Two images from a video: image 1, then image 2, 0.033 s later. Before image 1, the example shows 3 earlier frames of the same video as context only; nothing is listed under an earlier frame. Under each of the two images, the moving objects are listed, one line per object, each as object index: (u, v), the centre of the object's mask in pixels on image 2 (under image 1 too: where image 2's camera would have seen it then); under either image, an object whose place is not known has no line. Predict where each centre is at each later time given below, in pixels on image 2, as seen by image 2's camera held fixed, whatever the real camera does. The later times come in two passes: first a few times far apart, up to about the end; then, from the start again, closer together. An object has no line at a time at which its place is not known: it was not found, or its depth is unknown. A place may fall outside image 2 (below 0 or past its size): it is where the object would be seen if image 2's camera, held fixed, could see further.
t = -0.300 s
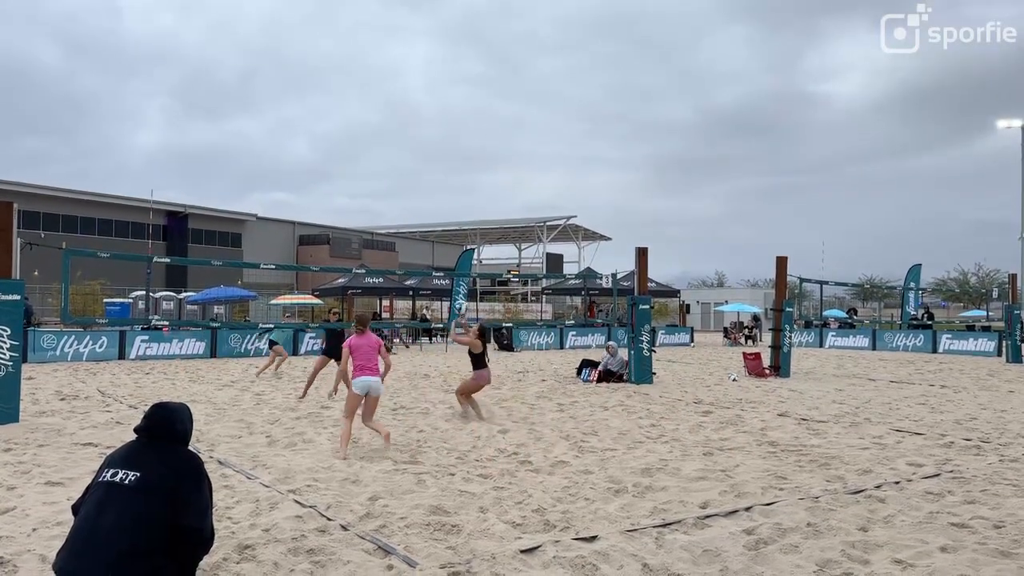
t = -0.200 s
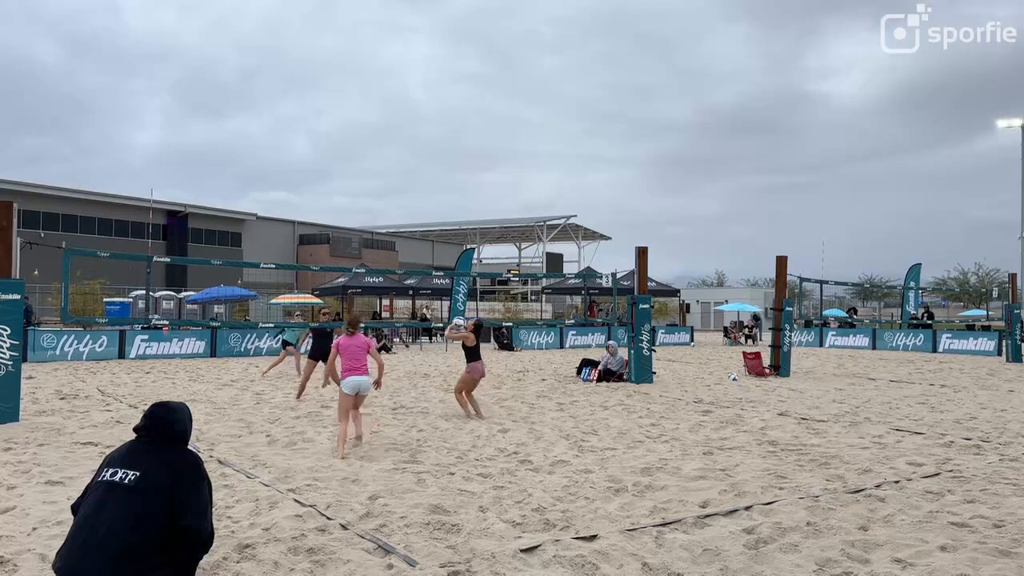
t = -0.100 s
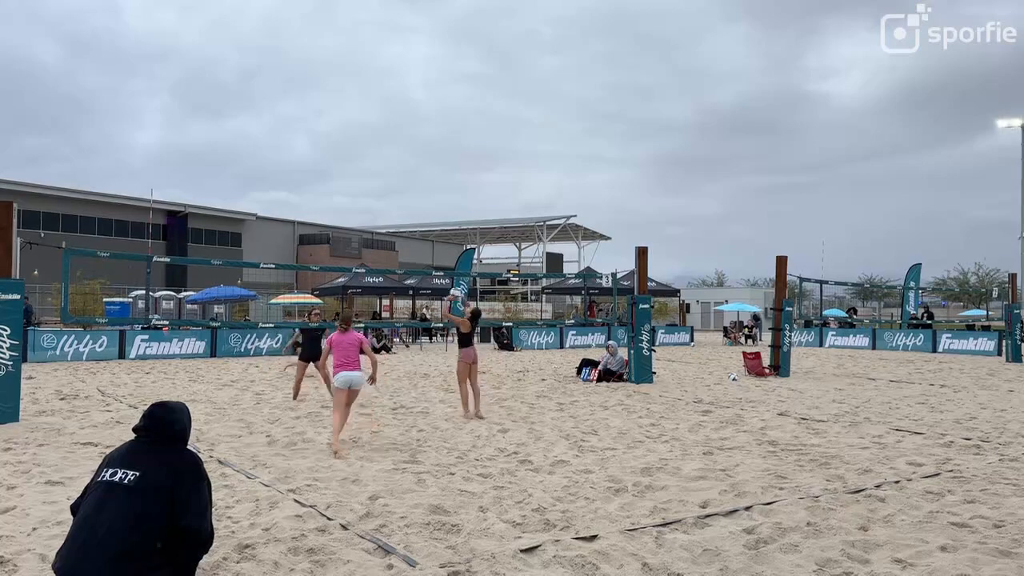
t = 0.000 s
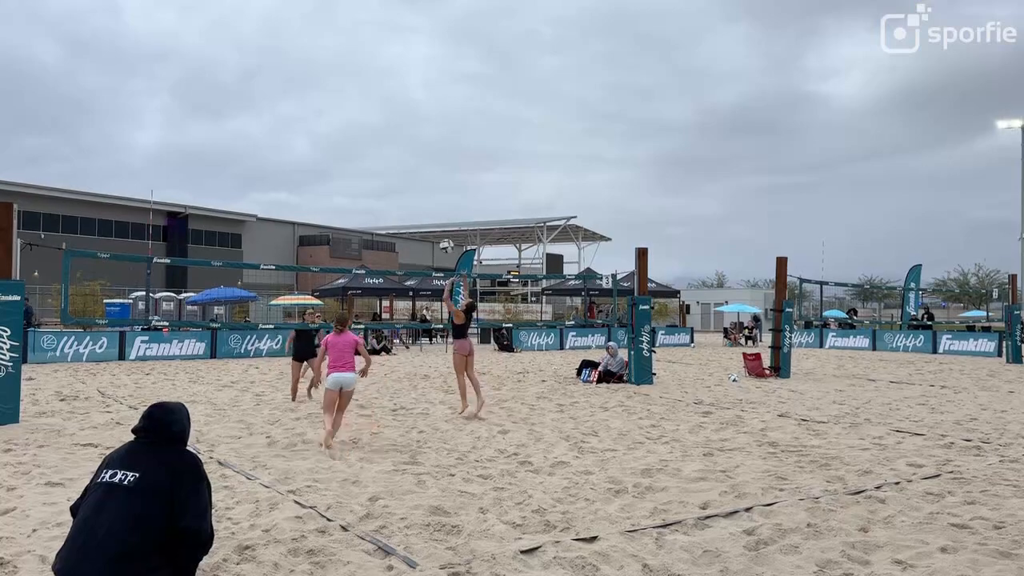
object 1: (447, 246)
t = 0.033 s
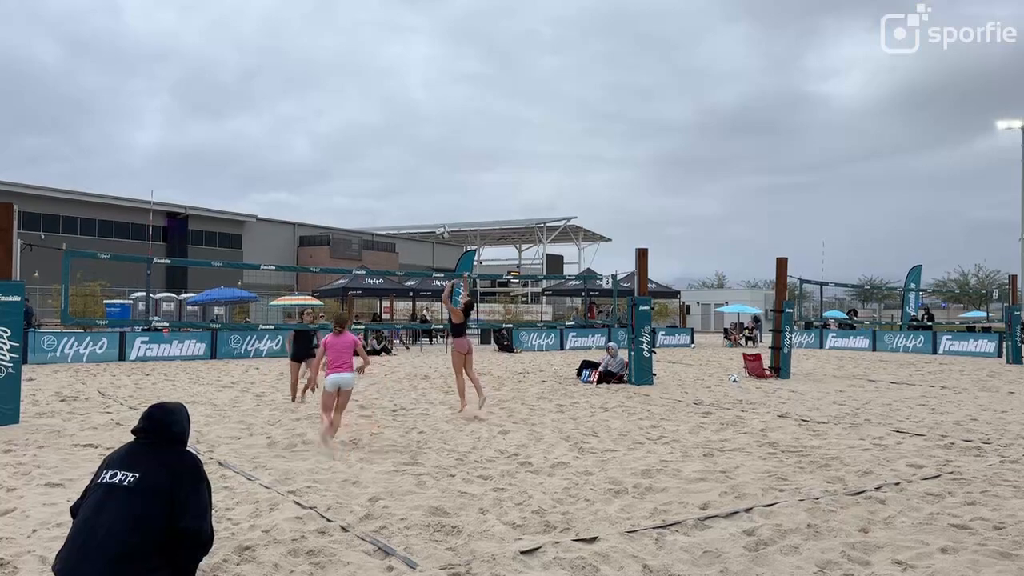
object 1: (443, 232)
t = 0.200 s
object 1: (426, 170)
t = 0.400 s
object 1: (406, 122)
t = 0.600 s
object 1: (388, 100)
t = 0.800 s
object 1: (370, 106)
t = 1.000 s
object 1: (354, 138)
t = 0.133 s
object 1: (432, 192)
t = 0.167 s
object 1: (429, 180)
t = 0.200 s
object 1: (426, 170)
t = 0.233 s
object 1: (422, 160)
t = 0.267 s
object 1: (419, 151)
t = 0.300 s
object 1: (416, 142)
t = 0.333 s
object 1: (413, 135)
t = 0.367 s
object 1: (409, 128)
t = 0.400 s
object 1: (406, 122)
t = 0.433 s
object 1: (403, 116)
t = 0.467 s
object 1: (400, 111)
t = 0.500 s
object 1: (397, 108)
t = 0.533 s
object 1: (394, 104)
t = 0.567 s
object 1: (391, 102)
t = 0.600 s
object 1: (388, 100)
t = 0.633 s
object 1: (385, 99)
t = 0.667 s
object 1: (382, 99)
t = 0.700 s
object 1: (379, 100)
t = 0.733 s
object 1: (376, 101)
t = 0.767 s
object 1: (373, 103)
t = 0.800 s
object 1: (370, 106)
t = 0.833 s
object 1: (367, 110)
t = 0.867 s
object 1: (364, 114)
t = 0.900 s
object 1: (362, 119)
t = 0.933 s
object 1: (359, 124)
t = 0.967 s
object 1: (356, 131)
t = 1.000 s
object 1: (354, 138)
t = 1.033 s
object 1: (351, 146)
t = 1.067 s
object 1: (349, 154)
